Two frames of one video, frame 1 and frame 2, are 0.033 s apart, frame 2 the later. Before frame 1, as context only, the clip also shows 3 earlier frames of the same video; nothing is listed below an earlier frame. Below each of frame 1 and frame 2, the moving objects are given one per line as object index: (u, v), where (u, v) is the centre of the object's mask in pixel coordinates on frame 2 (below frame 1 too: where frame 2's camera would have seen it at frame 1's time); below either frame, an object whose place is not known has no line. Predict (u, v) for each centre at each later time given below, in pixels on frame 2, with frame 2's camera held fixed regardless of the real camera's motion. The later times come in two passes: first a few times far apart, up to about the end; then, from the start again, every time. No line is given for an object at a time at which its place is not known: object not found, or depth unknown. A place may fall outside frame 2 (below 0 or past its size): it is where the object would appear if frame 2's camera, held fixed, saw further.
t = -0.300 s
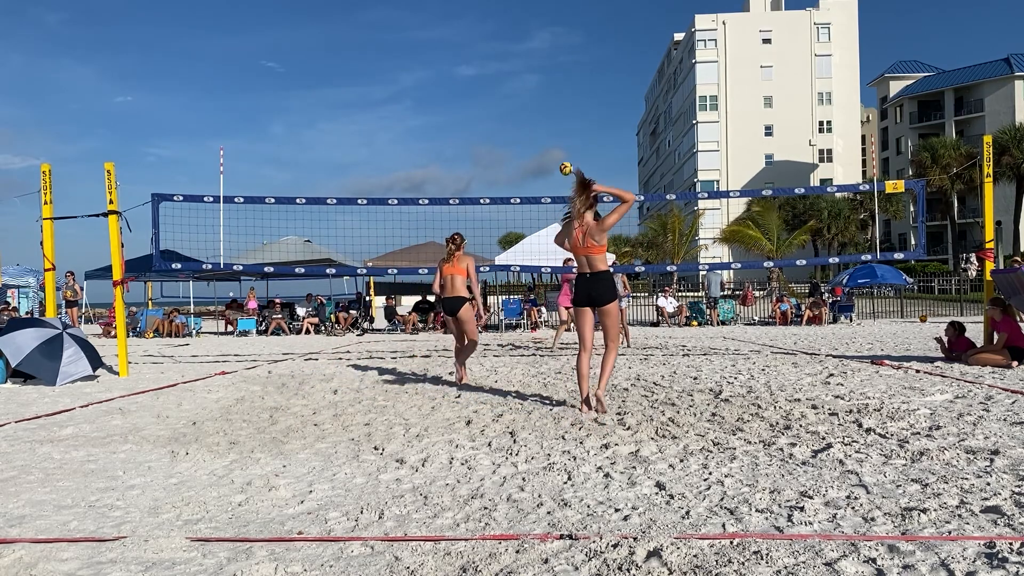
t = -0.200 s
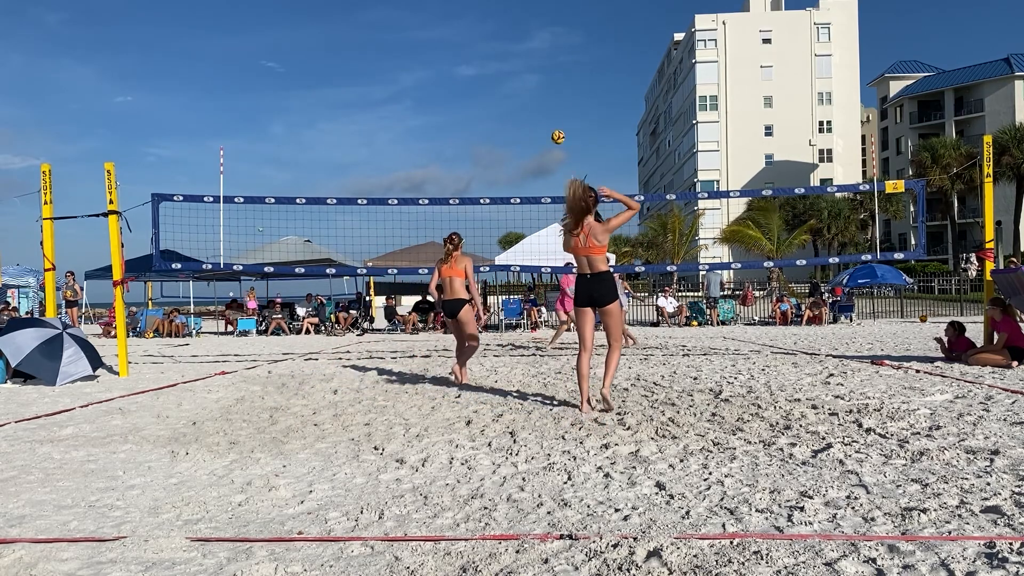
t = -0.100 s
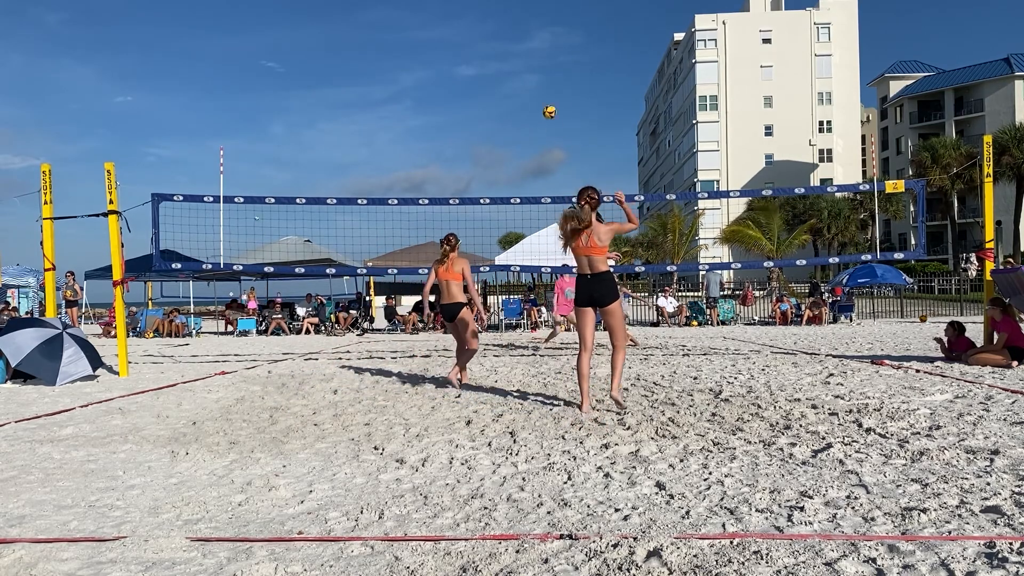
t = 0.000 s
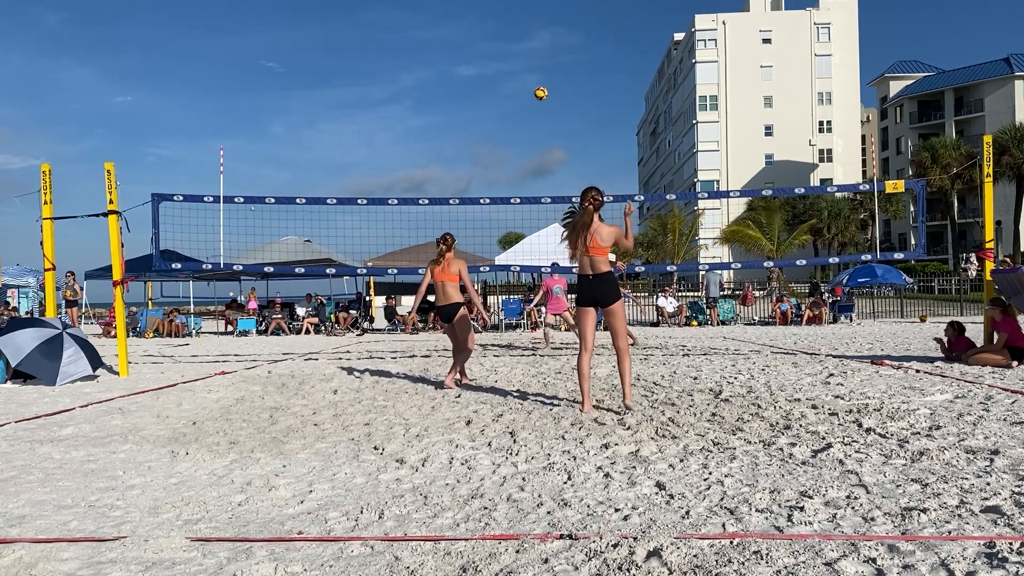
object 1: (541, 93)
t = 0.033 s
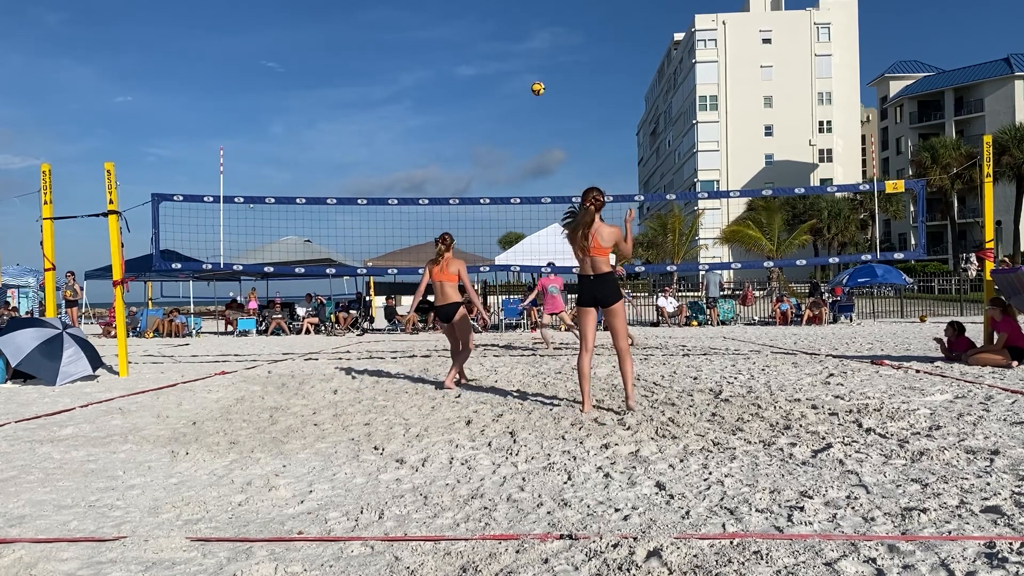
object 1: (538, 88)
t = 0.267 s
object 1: (518, 74)
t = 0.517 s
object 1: (497, 96)
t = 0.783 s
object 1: (475, 160)
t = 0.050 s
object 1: (536, 86)
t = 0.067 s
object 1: (535, 84)
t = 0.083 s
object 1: (533, 83)
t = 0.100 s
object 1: (532, 81)
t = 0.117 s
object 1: (530, 79)
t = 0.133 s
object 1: (529, 78)
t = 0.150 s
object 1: (528, 77)
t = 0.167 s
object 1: (526, 76)
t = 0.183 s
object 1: (525, 75)
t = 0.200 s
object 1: (524, 75)
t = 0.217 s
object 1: (522, 74)
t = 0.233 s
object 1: (521, 74)
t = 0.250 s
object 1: (519, 74)
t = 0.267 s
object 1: (518, 74)
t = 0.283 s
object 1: (516, 74)
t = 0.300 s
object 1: (515, 74)
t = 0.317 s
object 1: (514, 75)
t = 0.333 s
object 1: (512, 76)
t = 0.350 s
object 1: (511, 77)
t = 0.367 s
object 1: (509, 78)
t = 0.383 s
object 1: (508, 79)
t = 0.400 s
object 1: (506, 81)
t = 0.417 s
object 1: (505, 82)
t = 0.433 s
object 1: (503, 84)
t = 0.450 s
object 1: (502, 86)
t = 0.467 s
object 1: (501, 88)
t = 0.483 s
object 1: (499, 91)
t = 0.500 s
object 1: (498, 93)
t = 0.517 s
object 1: (497, 96)
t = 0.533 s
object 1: (495, 98)
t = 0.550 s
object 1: (494, 101)
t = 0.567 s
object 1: (492, 105)
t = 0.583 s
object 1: (491, 108)
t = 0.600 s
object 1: (490, 111)
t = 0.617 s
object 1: (488, 115)
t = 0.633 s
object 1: (487, 119)
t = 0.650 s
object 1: (486, 123)
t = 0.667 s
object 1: (484, 127)
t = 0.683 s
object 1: (483, 131)
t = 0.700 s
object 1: (482, 136)
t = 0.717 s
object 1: (480, 140)
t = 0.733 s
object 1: (479, 145)
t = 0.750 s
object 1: (477, 150)
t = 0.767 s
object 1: (476, 155)
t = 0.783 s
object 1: (475, 160)
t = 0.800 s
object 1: (473, 166)
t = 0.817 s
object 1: (472, 172)
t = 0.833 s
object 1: (471, 177)
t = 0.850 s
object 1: (469, 183)
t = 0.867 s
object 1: (468, 189)
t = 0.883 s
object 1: (467, 193)
